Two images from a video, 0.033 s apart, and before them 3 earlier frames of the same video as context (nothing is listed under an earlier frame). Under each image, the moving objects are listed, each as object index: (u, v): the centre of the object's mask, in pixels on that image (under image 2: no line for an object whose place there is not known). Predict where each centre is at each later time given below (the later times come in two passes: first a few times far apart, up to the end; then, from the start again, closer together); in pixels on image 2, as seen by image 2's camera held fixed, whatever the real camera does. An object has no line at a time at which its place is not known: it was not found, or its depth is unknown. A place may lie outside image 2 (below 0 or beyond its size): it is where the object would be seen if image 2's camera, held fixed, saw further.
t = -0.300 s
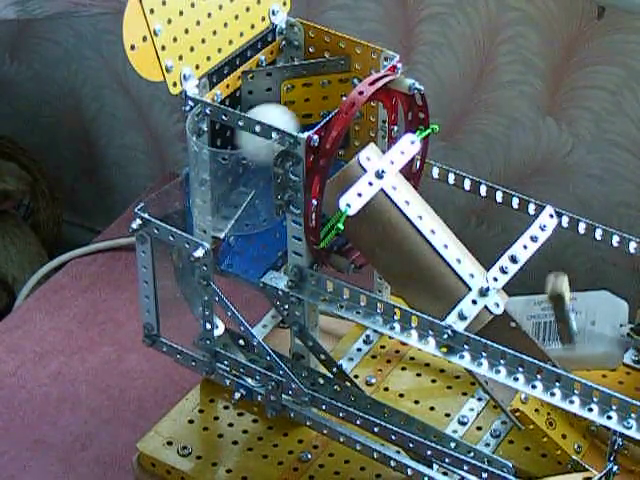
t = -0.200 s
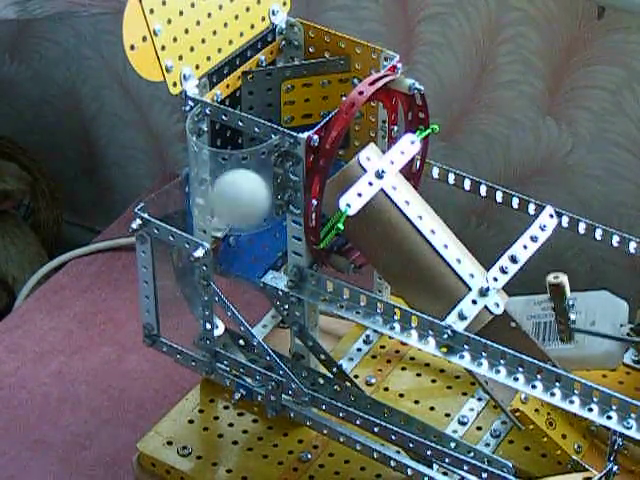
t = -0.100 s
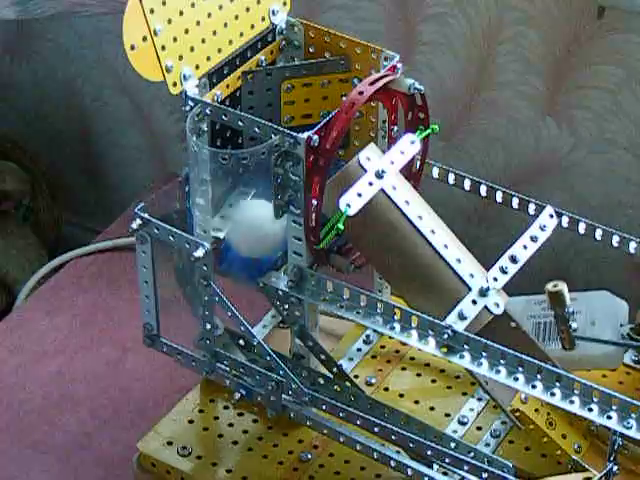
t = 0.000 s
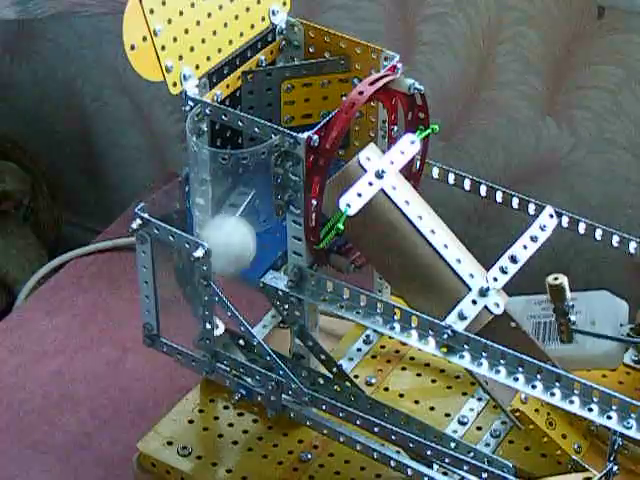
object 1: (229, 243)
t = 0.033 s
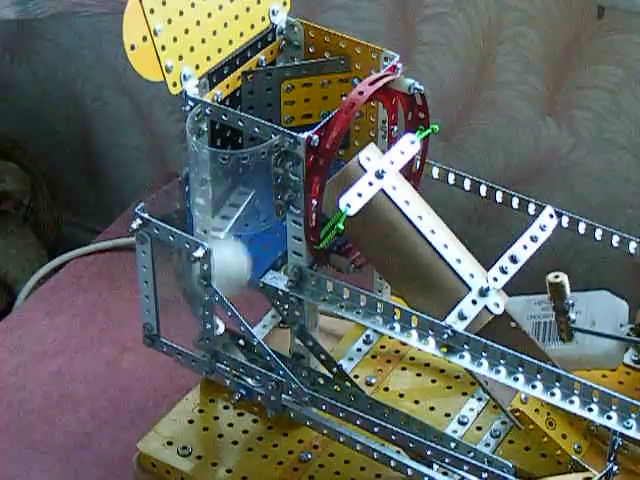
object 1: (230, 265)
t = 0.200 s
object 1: (298, 362)
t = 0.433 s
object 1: (402, 425)
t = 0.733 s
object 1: (570, 467)
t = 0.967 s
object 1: (618, 455)
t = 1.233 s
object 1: (622, 457)
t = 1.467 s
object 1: (615, 454)
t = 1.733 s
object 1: (617, 455)
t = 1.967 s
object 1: (620, 456)
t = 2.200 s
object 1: (615, 454)
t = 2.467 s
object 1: (618, 455)
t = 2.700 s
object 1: (617, 455)
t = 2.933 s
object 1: (617, 454)
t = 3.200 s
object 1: (618, 455)
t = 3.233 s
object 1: (619, 455)
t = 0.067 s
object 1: (223, 297)
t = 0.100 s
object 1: (236, 312)
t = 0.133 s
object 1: (256, 328)
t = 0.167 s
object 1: (282, 343)
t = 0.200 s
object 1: (298, 362)
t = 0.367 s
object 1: (365, 398)
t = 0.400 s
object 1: (383, 416)
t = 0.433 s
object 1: (402, 425)
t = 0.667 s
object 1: (542, 470)
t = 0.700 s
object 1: (566, 471)
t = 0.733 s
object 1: (570, 467)
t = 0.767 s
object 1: (573, 463)
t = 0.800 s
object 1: (577, 458)
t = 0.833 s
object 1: (581, 453)
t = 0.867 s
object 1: (587, 448)
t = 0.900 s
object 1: (602, 448)
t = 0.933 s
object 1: (614, 453)
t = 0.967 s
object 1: (618, 455)
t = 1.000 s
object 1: (621, 456)
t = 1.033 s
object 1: (622, 457)
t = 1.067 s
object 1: (622, 457)
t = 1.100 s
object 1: (623, 457)
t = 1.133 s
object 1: (623, 457)
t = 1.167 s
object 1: (623, 457)
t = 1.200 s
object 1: (623, 457)
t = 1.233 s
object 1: (622, 457)
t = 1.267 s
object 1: (622, 457)
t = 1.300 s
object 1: (621, 457)
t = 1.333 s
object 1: (621, 456)
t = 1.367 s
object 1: (620, 456)
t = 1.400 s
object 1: (618, 455)
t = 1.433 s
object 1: (617, 455)
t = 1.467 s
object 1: (615, 454)
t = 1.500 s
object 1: (614, 452)
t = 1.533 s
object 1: (614, 452)
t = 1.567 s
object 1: (614, 452)
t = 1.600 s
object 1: (614, 453)
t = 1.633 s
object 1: (614, 453)
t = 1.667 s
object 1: (614, 454)
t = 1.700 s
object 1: (616, 454)
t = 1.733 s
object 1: (617, 455)
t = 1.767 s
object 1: (618, 455)
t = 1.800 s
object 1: (619, 456)
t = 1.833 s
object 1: (620, 456)
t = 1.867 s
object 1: (620, 456)
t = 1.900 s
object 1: (621, 456)
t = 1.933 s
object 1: (620, 456)
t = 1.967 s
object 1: (620, 456)
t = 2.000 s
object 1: (619, 455)
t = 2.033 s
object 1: (618, 455)
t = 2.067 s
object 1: (617, 455)
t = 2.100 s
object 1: (616, 454)
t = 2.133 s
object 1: (616, 454)
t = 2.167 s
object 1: (615, 454)
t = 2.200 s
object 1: (615, 454)
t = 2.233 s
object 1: (615, 455)
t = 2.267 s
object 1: (615, 454)
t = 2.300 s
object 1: (615, 454)
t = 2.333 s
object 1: (616, 454)
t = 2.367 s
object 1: (617, 455)
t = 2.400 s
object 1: (617, 455)
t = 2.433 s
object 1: (618, 455)
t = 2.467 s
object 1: (618, 455)
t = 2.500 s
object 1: (619, 456)
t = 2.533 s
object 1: (619, 456)
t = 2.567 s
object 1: (619, 456)
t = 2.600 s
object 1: (619, 455)
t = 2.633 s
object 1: (619, 455)
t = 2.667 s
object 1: (618, 455)
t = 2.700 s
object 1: (617, 455)
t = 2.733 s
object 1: (617, 455)
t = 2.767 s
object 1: (617, 455)
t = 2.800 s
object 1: (616, 455)
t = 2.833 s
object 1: (616, 455)
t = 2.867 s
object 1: (617, 454)
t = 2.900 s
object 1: (616, 454)
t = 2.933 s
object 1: (617, 454)
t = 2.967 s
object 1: (617, 454)
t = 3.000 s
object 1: (617, 454)
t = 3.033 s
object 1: (617, 455)
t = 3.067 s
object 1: (617, 455)
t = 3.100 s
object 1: (618, 455)
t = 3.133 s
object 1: (618, 455)
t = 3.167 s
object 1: (618, 455)
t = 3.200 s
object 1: (618, 455)
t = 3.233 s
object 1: (619, 455)
